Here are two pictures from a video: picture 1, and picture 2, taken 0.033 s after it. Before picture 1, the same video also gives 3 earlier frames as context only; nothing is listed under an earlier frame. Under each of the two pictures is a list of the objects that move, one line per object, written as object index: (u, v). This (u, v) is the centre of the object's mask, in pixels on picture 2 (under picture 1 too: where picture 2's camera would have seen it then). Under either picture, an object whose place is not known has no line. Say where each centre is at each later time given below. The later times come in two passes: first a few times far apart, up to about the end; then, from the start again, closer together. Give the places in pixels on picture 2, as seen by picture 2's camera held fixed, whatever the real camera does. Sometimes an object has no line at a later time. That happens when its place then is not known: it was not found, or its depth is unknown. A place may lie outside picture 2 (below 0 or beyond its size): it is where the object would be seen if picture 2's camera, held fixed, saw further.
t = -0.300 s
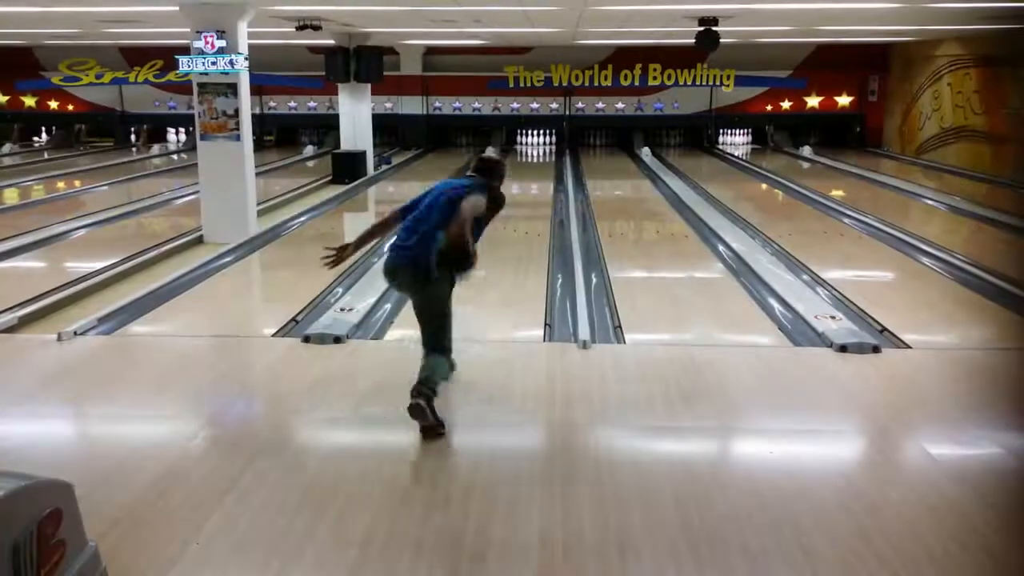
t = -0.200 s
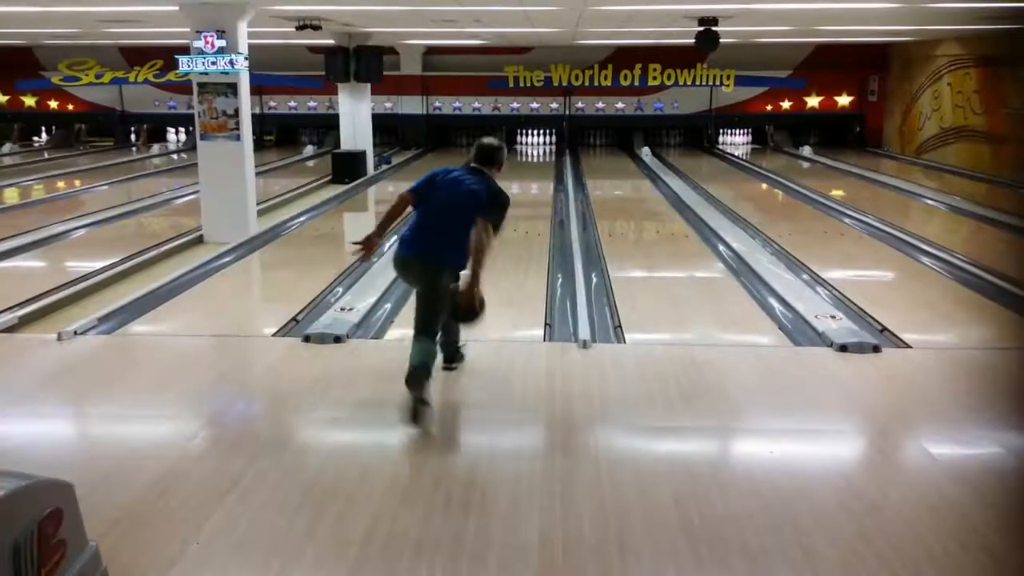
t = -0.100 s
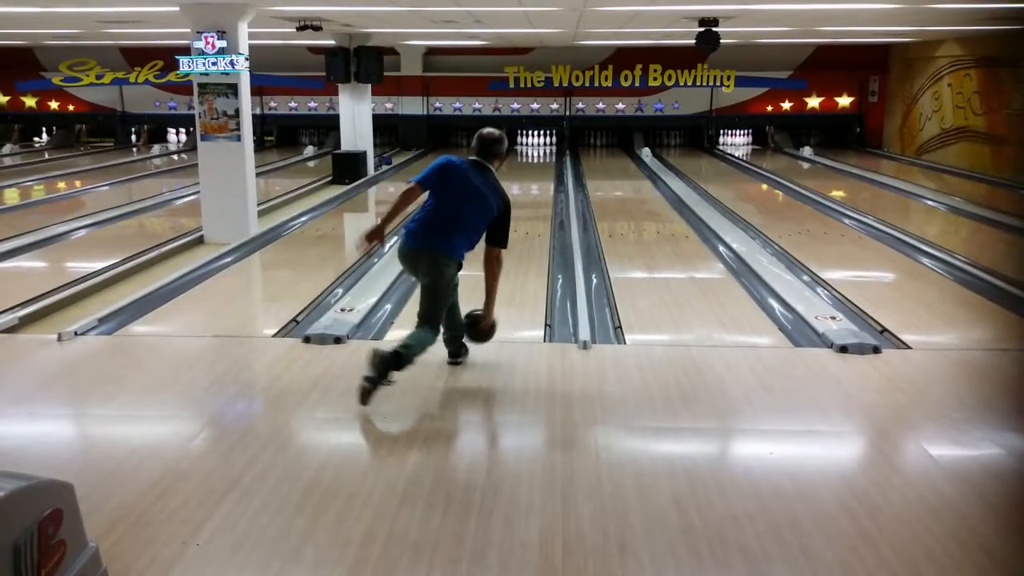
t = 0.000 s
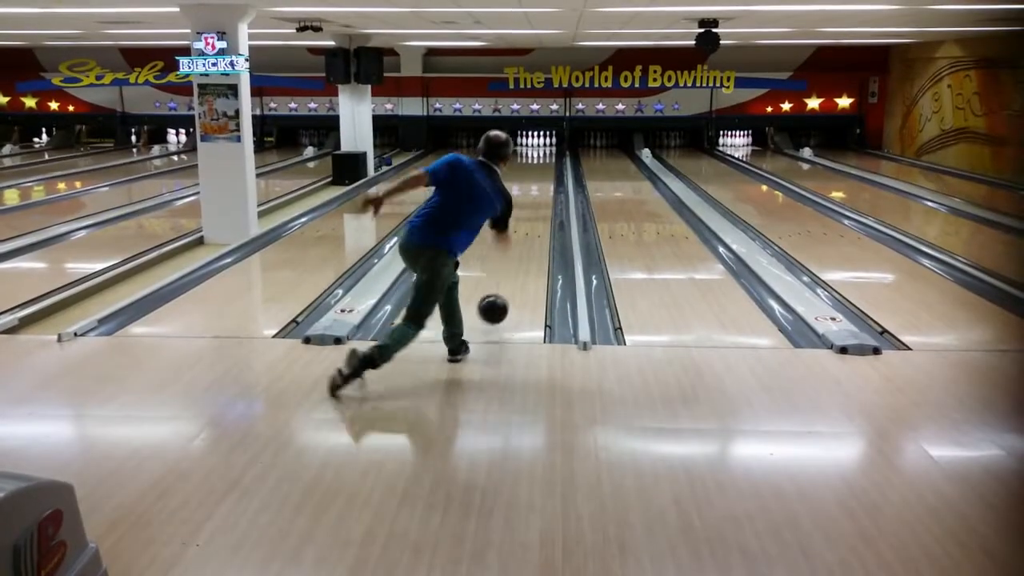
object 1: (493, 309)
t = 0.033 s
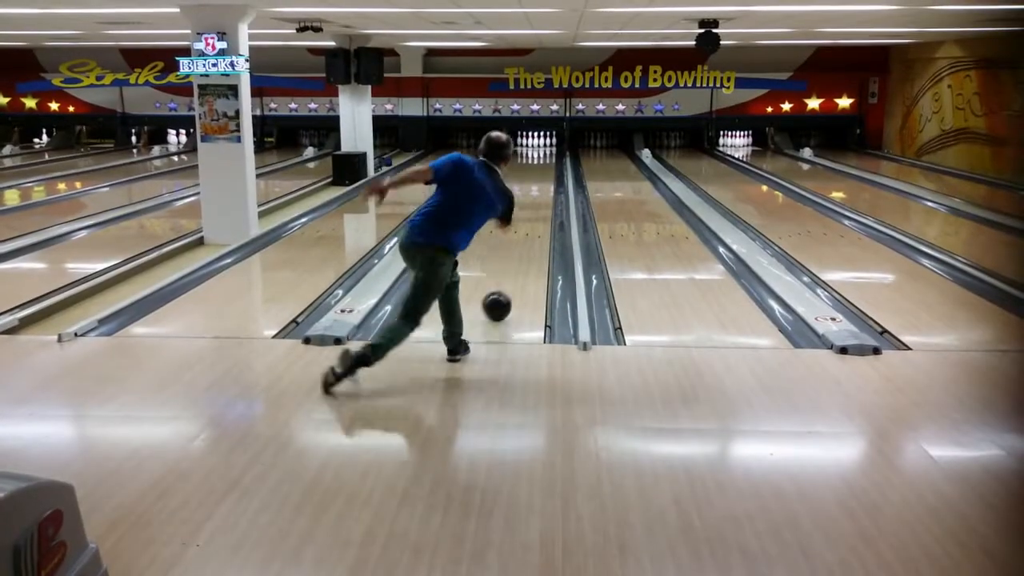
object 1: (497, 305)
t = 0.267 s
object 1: (515, 258)
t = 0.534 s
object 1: (528, 224)
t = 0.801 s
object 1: (535, 202)
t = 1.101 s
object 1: (541, 183)
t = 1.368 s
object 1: (544, 170)
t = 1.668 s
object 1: (546, 160)
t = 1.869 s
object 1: (546, 155)
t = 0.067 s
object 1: (500, 298)
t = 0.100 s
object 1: (503, 290)
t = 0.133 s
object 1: (506, 283)
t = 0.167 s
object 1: (508, 275)
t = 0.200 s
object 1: (511, 269)
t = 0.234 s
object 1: (513, 264)
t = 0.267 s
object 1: (515, 258)
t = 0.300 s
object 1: (517, 253)
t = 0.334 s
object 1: (519, 248)
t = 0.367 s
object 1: (521, 243)
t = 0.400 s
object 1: (522, 239)
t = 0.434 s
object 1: (524, 235)
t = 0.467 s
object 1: (525, 231)
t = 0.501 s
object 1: (526, 227)
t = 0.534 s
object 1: (528, 224)
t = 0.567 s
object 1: (529, 220)
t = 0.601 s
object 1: (530, 217)
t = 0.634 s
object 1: (531, 214)
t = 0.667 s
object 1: (532, 211)
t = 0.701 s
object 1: (533, 209)
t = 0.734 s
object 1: (534, 206)
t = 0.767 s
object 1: (534, 204)
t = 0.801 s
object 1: (535, 202)
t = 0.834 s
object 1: (536, 199)
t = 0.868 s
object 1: (537, 197)
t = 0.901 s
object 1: (537, 194)
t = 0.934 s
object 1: (538, 193)
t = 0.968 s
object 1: (539, 191)
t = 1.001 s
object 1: (539, 189)
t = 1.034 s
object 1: (540, 187)
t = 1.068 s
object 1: (541, 185)
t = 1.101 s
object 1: (541, 183)
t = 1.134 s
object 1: (541, 181)
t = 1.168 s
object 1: (542, 179)
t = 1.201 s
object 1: (542, 178)
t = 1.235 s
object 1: (542, 176)
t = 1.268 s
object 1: (543, 174)
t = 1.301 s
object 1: (544, 173)
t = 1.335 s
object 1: (544, 172)
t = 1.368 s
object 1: (544, 170)
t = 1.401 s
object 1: (544, 169)
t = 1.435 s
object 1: (545, 168)
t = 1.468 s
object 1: (545, 167)
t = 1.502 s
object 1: (545, 166)
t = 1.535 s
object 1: (545, 164)
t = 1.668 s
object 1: (546, 160)
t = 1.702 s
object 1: (547, 159)
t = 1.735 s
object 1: (547, 157)
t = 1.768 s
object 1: (547, 157)
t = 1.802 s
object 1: (547, 156)
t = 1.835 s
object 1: (546, 155)
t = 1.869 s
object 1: (546, 155)
